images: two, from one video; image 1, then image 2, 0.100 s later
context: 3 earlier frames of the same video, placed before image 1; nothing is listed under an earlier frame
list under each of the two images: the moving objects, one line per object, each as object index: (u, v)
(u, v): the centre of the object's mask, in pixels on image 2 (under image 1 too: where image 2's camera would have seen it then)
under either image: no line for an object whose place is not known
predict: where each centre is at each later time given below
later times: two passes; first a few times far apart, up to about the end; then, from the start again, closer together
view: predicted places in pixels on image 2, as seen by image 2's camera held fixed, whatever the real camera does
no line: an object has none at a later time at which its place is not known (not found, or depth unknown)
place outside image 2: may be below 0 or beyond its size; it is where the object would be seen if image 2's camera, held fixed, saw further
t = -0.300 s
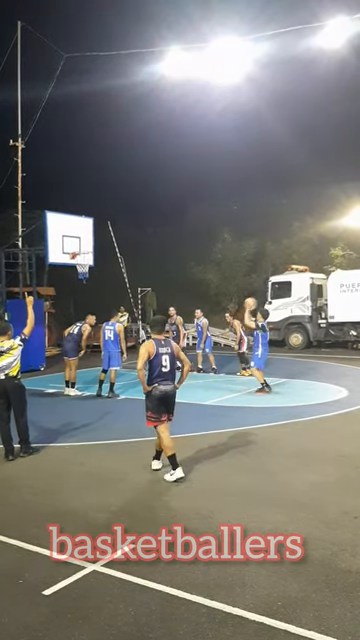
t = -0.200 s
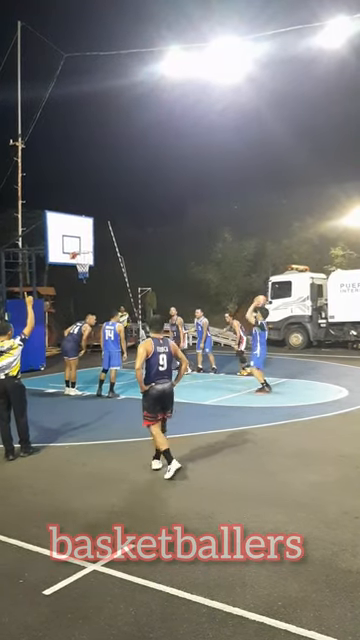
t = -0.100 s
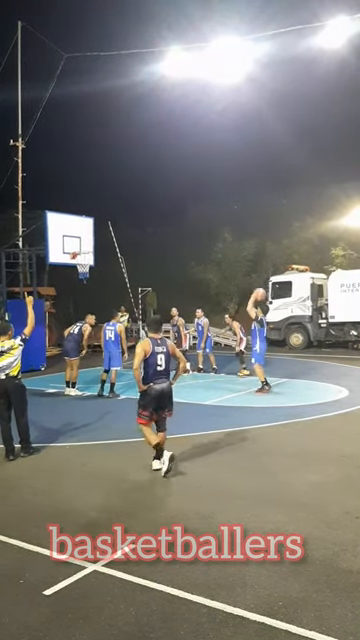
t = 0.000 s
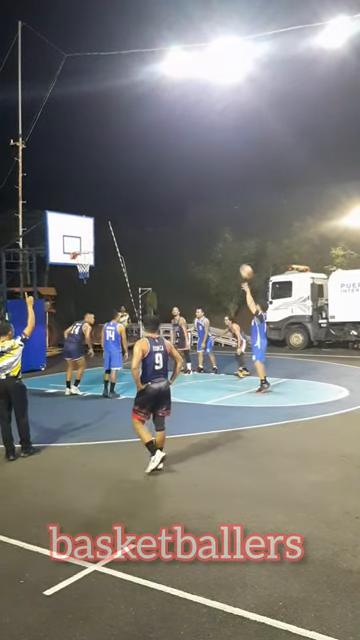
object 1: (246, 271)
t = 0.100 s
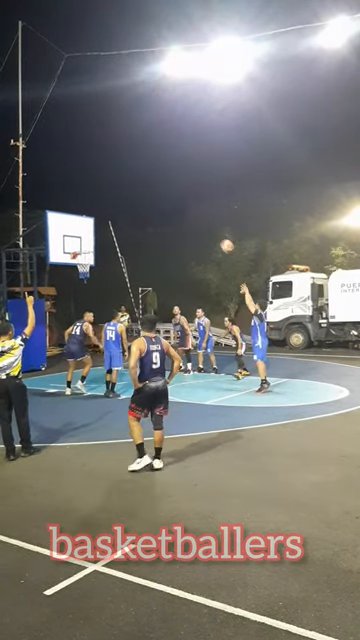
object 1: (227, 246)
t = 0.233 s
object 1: (202, 221)
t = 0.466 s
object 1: (163, 201)
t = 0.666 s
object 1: (134, 204)
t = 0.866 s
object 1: (106, 224)
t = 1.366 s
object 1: (91, 262)
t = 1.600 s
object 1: (94, 275)
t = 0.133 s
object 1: (220, 239)
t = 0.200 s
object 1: (208, 226)
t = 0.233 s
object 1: (202, 221)
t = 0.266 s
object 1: (197, 217)
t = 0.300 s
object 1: (191, 213)
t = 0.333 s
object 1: (185, 209)
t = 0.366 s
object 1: (180, 207)
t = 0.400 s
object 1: (174, 204)
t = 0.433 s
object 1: (169, 202)
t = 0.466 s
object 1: (163, 201)
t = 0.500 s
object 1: (158, 200)
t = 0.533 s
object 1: (153, 200)
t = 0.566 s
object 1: (148, 200)
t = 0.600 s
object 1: (143, 201)
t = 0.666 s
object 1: (134, 204)
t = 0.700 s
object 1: (129, 206)
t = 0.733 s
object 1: (124, 209)
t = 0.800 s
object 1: (115, 216)
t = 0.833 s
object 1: (111, 219)
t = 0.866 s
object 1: (106, 224)
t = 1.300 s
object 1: (88, 260)
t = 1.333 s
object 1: (90, 262)
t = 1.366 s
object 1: (91, 262)
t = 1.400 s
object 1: (92, 263)
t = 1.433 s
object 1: (94, 264)
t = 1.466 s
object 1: (94, 265)
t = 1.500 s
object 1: (95, 266)
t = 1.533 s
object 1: (94, 268)
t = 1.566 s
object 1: (93, 272)
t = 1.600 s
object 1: (94, 275)
